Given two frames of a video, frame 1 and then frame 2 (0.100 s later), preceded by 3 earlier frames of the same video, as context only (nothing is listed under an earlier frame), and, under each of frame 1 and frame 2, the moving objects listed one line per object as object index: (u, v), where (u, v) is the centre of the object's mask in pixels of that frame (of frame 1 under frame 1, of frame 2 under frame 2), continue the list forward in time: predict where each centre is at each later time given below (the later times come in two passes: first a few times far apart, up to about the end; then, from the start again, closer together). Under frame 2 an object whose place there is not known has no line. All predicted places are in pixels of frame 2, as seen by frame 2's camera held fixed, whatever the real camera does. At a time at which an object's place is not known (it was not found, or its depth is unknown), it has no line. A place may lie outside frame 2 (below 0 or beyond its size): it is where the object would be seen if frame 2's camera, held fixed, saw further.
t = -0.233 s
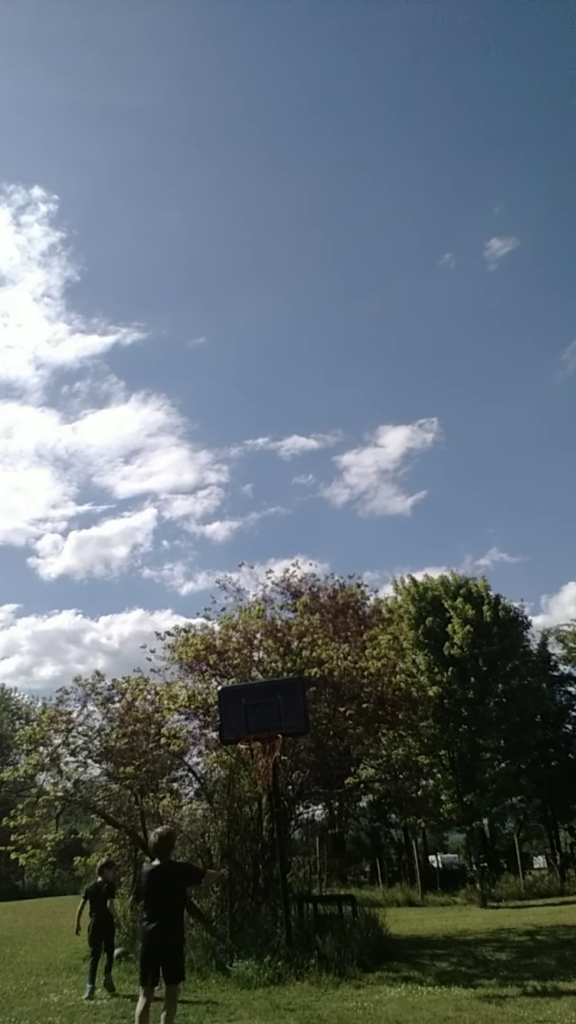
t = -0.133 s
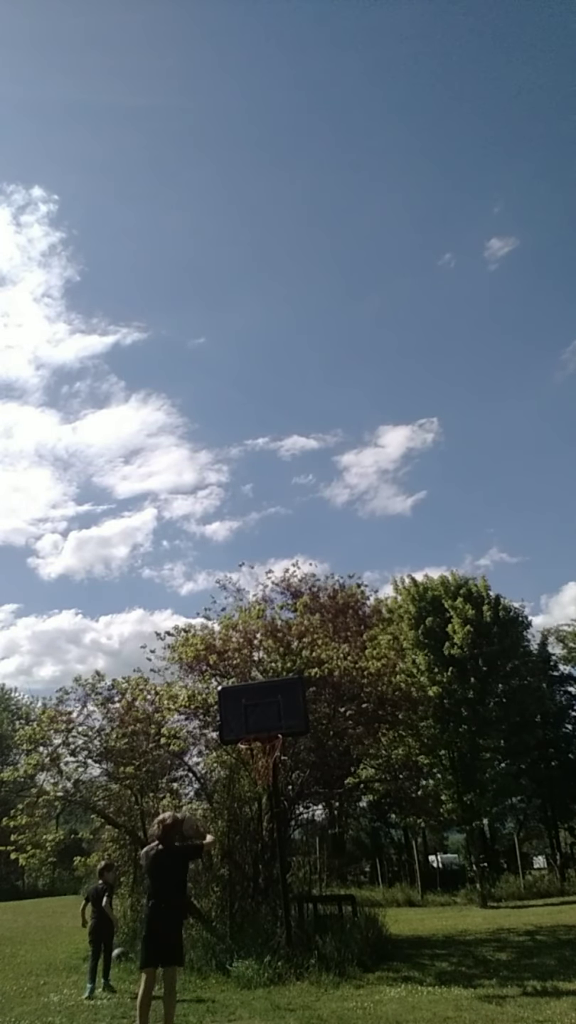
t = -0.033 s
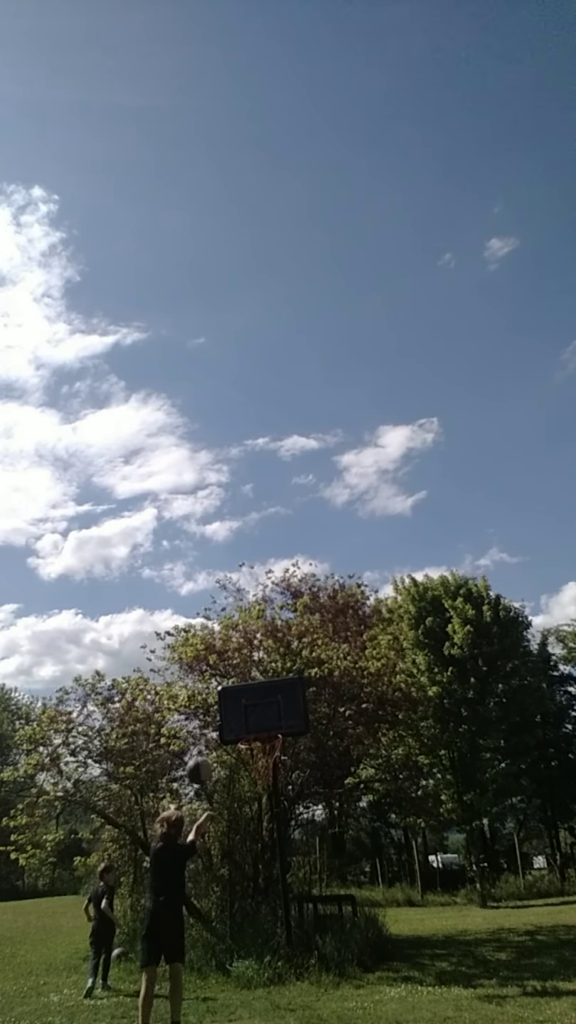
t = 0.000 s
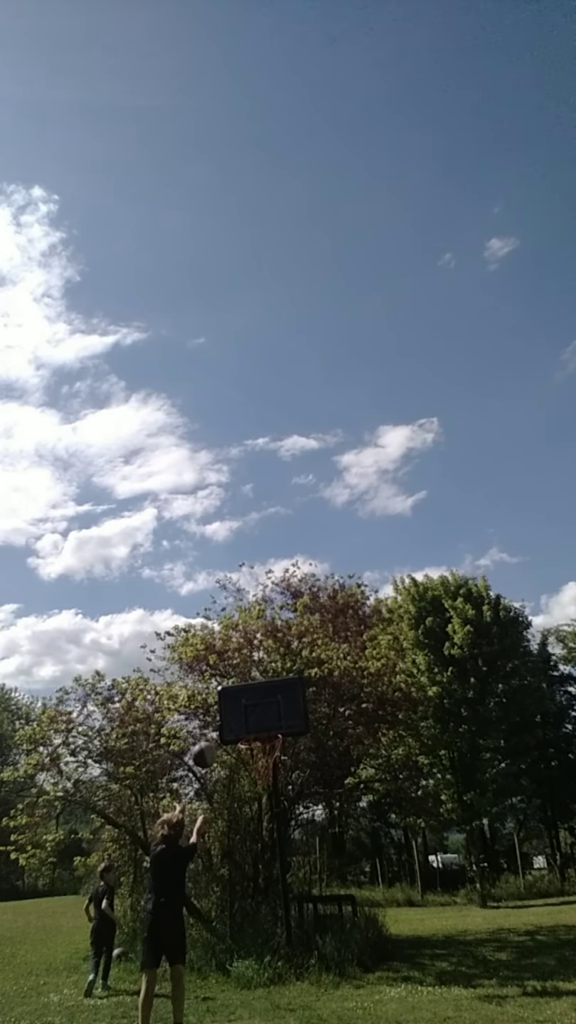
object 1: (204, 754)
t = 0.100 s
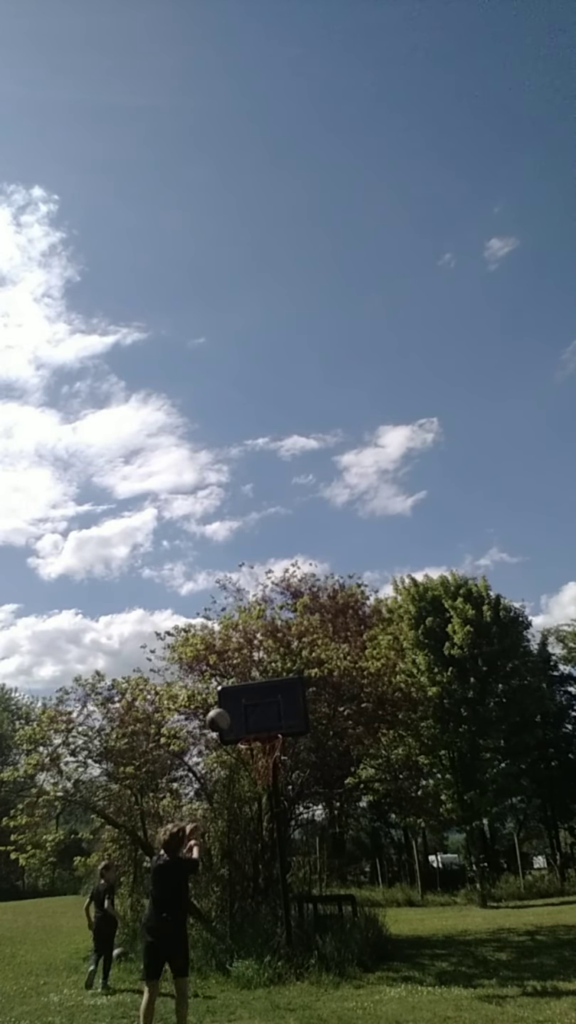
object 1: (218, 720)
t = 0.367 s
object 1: (247, 690)
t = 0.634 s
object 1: (270, 725)
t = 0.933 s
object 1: (271, 692)
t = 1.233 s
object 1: (274, 722)
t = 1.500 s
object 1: (287, 708)
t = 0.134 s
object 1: (222, 712)
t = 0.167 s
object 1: (227, 703)
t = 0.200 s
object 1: (230, 699)
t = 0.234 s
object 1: (234, 695)
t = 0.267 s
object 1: (237, 693)
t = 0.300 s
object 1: (241, 691)
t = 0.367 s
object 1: (247, 690)
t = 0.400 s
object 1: (250, 692)
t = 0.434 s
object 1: (253, 694)
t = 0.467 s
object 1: (256, 697)
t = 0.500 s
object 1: (259, 700)
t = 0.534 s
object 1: (262, 705)
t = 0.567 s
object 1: (264, 710)
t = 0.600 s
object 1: (267, 717)
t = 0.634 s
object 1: (270, 725)
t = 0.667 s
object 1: (270, 720)
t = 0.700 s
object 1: (270, 713)
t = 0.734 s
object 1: (270, 708)
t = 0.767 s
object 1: (270, 704)
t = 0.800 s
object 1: (271, 699)
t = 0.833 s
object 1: (271, 697)
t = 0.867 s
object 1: (271, 694)
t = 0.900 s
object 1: (271, 693)
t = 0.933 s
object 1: (271, 692)
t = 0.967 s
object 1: (272, 693)
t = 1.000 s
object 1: (272, 694)
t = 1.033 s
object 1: (272, 696)
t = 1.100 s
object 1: (273, 703)
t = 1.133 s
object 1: (273, 709)
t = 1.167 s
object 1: (273, 715)
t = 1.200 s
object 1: (273, 723)
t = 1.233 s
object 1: (274, 722)
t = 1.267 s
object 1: (276, 719)
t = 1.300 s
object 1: (278, 713)
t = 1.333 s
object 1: (280, 710)
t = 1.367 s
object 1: (282, 708)
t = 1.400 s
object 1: (284, 707)
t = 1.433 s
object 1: (285, 706)
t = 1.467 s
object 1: (286, 707)
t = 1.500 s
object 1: (287, 708)
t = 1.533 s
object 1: (289, 710)
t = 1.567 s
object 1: (290, 713)
